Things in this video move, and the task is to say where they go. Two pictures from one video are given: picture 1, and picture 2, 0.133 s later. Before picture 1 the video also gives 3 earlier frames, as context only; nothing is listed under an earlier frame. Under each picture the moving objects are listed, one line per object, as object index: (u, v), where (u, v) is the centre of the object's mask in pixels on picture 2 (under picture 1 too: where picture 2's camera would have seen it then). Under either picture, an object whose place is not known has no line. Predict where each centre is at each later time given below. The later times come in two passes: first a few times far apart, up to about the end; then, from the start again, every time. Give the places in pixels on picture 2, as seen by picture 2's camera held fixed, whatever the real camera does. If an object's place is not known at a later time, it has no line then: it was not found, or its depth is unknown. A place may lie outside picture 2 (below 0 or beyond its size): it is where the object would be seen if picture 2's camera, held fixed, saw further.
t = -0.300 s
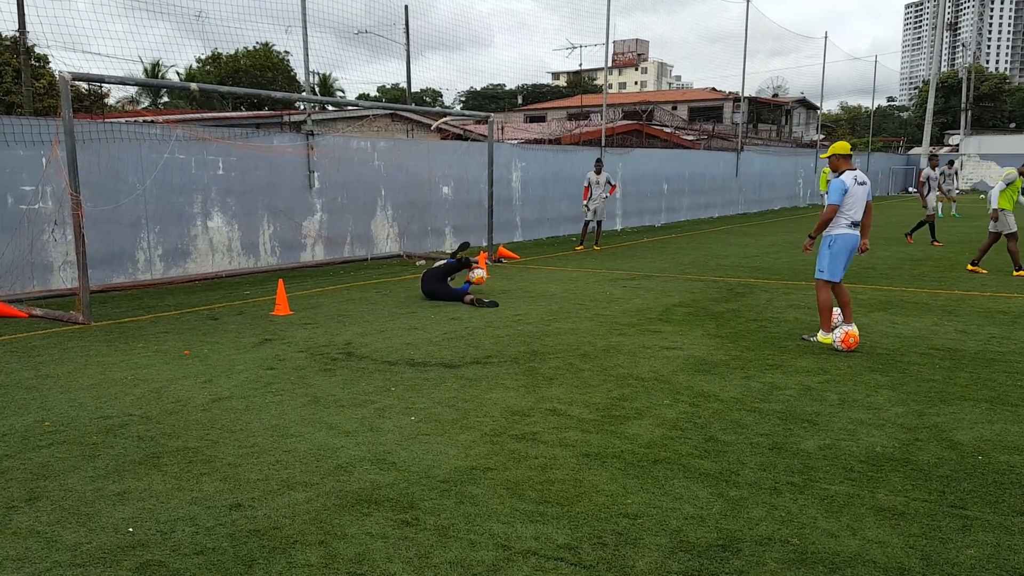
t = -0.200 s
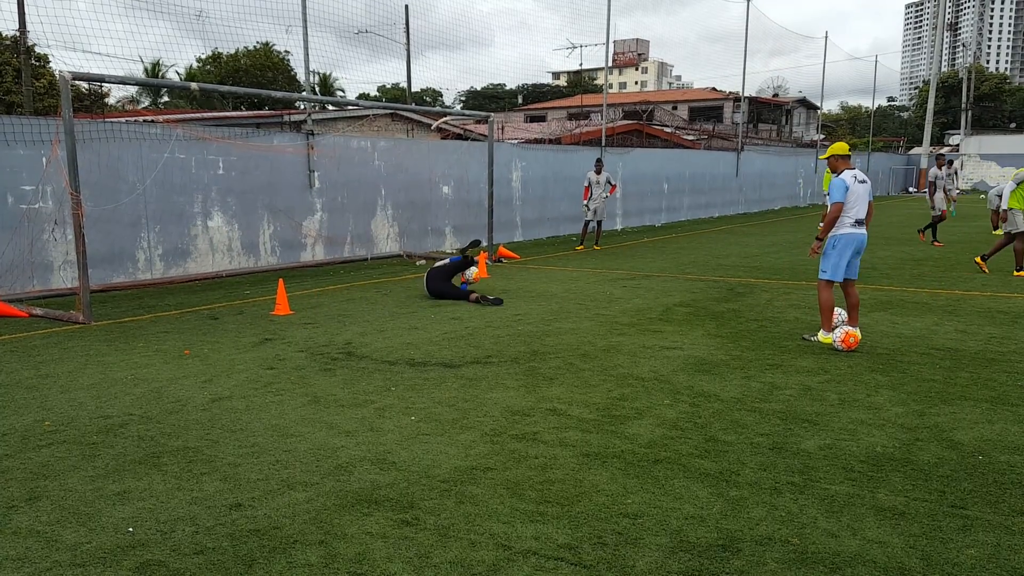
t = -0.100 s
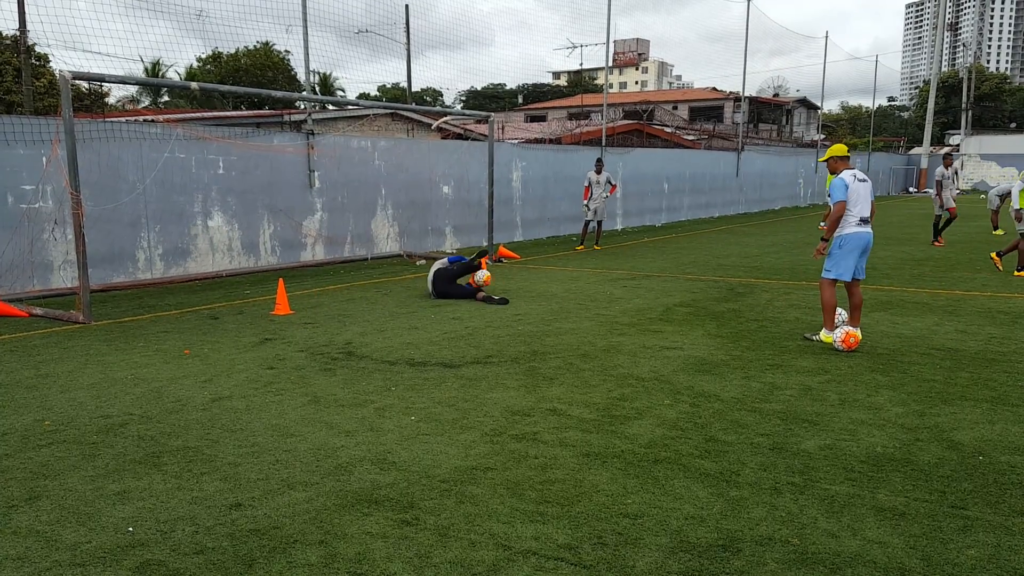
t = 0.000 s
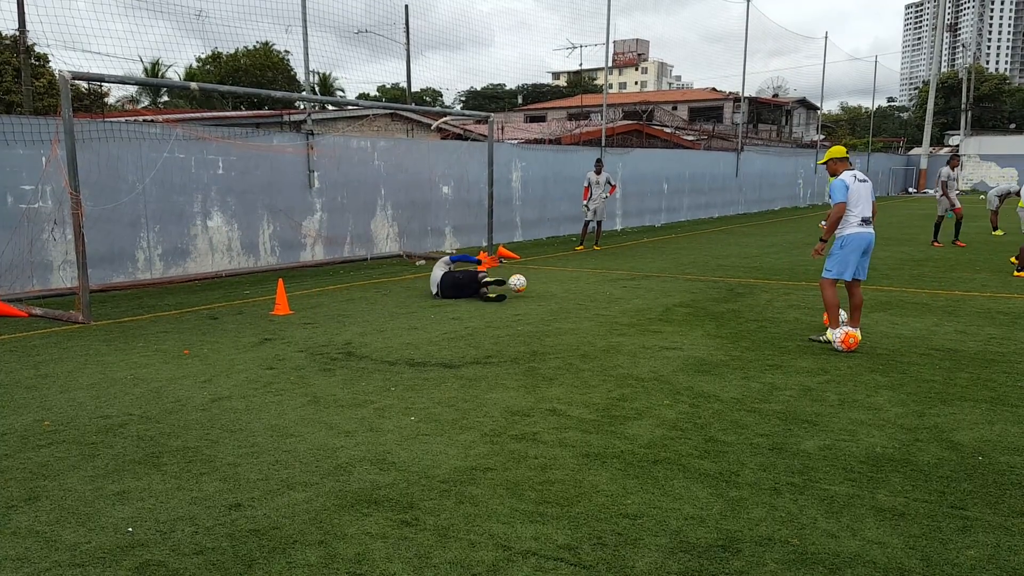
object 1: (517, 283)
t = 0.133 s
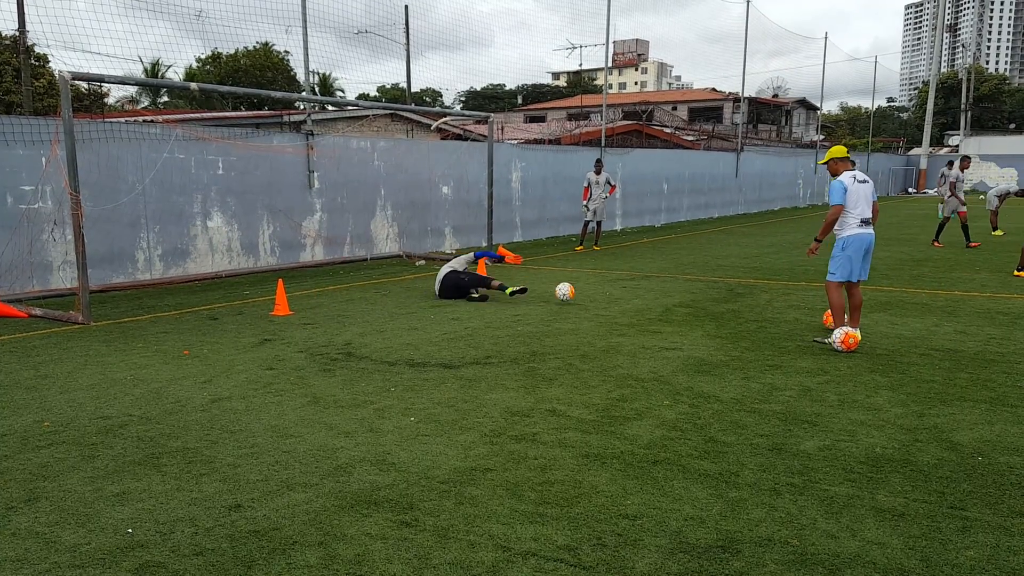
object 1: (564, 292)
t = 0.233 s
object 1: (599, 295)
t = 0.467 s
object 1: (676, 306)
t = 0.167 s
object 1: (576, 292)
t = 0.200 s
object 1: (587, 293)
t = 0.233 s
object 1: (599, 295)
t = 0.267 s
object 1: (611, 299)
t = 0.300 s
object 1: (623, 303)
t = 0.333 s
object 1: (635, 305)
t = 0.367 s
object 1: (645, 303)
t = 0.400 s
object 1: (655, 303)
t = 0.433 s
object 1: (665, 304)
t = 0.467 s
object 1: (676, 306)
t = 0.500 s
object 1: (687, 309)
